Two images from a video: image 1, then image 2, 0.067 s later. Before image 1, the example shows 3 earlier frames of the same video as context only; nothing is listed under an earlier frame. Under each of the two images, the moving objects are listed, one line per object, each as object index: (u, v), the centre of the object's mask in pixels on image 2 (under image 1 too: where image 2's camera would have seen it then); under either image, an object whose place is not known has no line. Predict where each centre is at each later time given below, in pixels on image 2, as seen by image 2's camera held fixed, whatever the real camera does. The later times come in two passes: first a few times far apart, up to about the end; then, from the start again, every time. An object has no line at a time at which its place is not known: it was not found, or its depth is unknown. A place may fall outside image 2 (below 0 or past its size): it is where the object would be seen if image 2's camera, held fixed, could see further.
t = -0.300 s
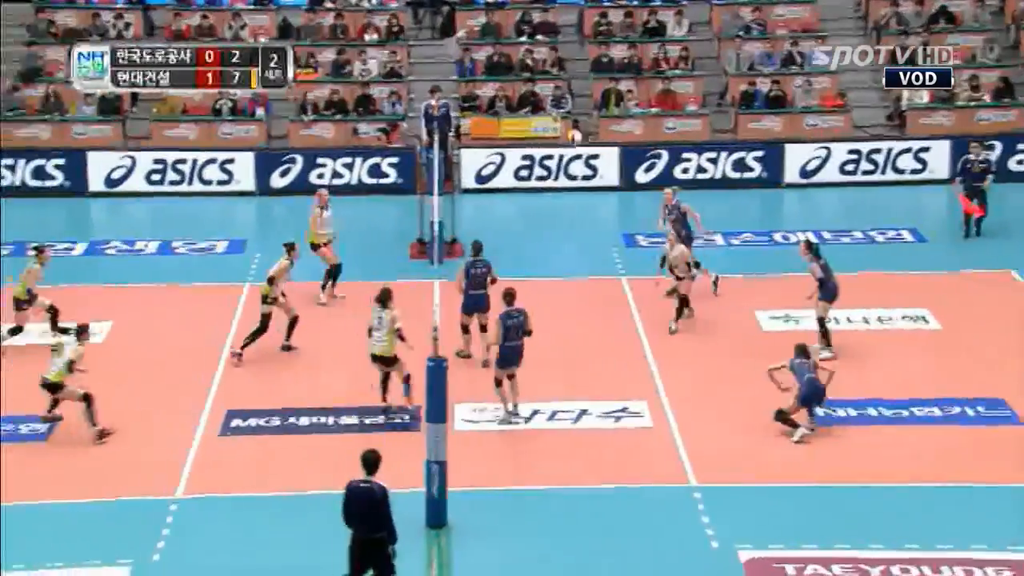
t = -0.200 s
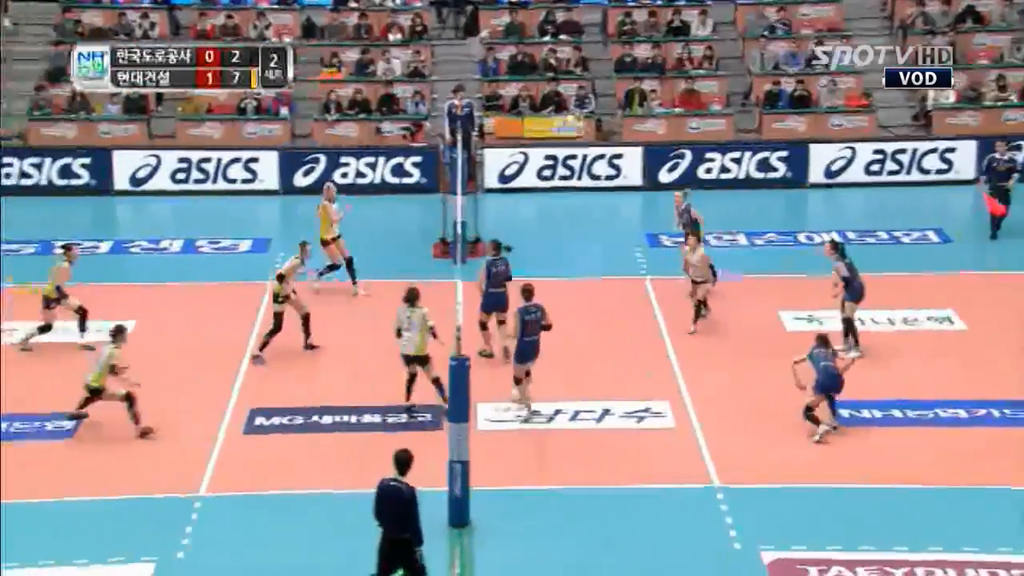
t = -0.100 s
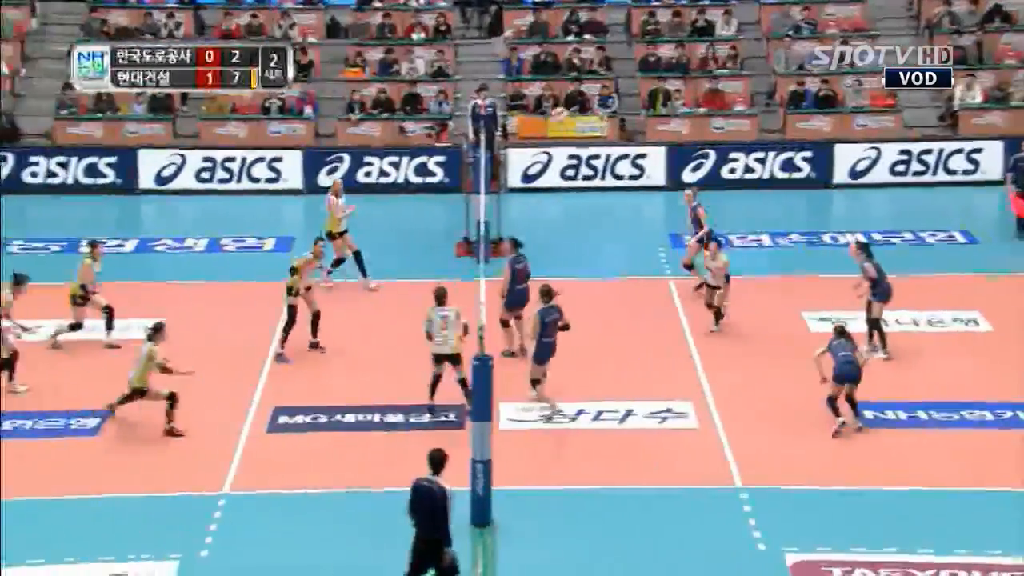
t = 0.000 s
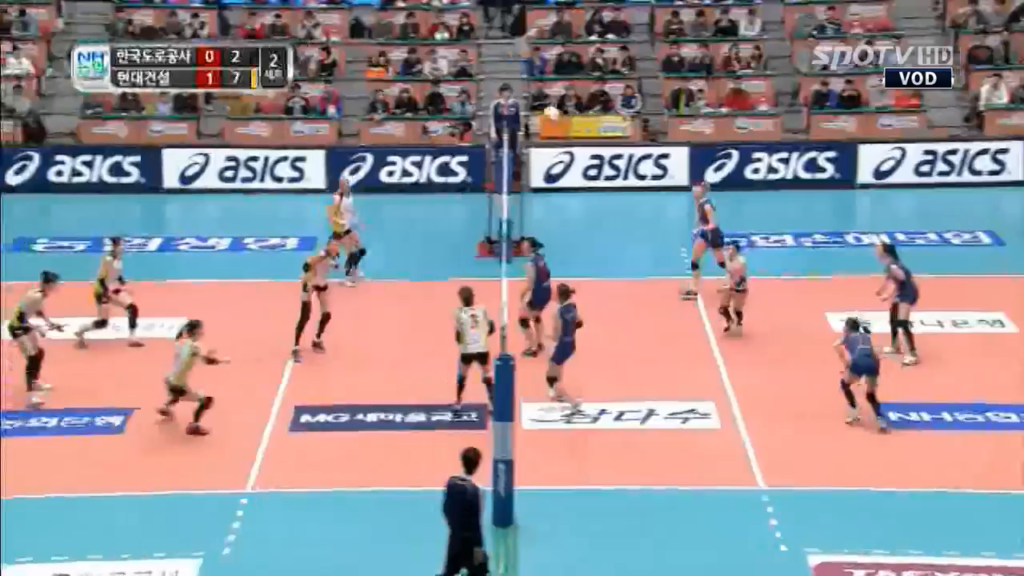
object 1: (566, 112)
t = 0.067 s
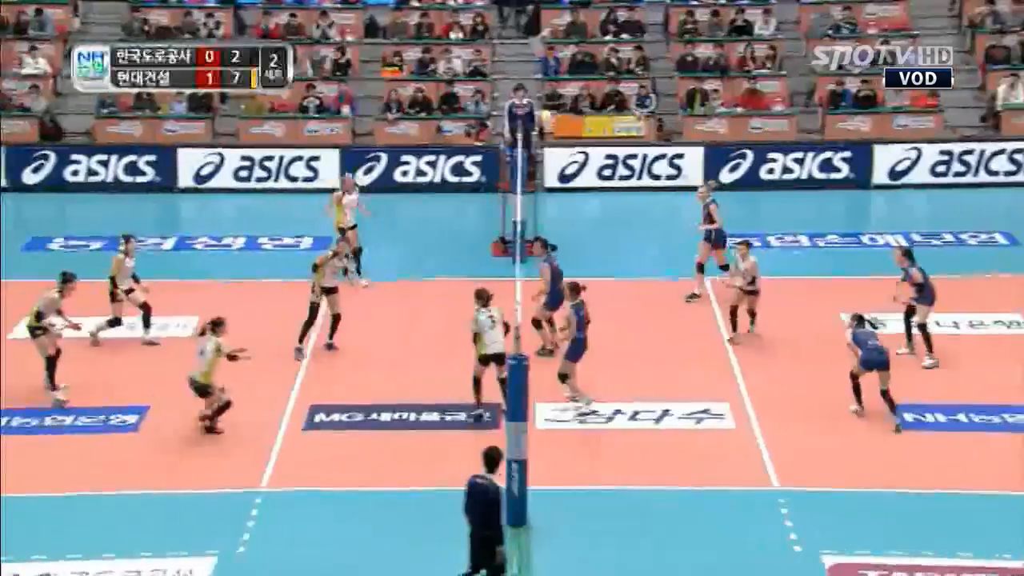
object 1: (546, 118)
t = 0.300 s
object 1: (470, 158)
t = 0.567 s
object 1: (381, 254)
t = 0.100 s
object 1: (534, 121)
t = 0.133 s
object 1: (522, 125)
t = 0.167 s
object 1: (512, 131)
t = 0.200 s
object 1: (502, 134)
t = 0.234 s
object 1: (491, 141)
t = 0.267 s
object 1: (479, 148)
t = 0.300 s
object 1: (470, 158)
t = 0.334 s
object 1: (456, 167)
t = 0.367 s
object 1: (448, 176)
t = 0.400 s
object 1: (436, 187)
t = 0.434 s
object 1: (425, 199)
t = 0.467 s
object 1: (414, 212)
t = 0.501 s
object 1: (403, 224)
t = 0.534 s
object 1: (393, 238)
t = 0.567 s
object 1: (381, 254)
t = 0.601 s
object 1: (372, 272)
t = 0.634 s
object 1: (364, 287)
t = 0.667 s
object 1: (352, 305)
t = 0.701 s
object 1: (342, 323)
